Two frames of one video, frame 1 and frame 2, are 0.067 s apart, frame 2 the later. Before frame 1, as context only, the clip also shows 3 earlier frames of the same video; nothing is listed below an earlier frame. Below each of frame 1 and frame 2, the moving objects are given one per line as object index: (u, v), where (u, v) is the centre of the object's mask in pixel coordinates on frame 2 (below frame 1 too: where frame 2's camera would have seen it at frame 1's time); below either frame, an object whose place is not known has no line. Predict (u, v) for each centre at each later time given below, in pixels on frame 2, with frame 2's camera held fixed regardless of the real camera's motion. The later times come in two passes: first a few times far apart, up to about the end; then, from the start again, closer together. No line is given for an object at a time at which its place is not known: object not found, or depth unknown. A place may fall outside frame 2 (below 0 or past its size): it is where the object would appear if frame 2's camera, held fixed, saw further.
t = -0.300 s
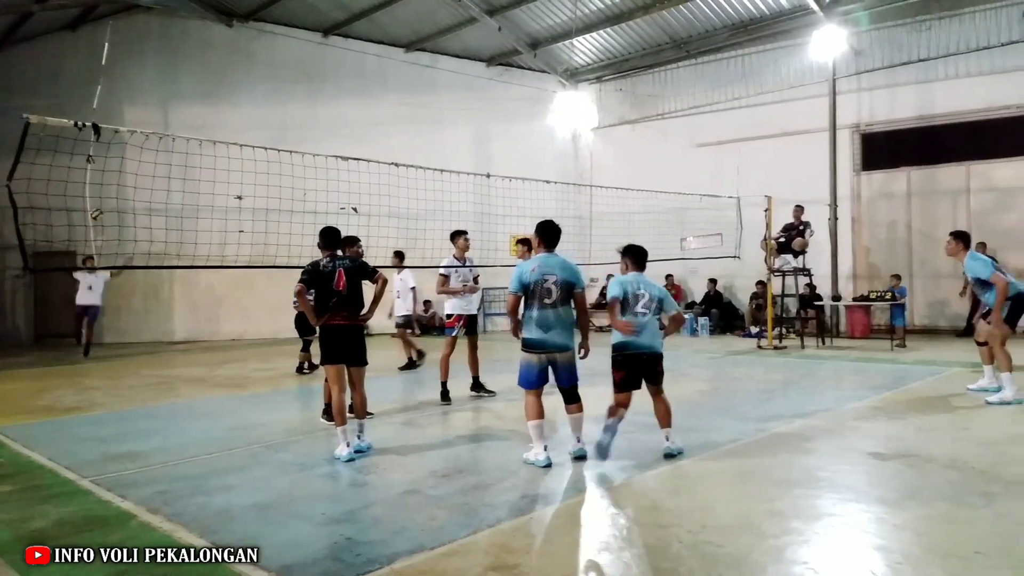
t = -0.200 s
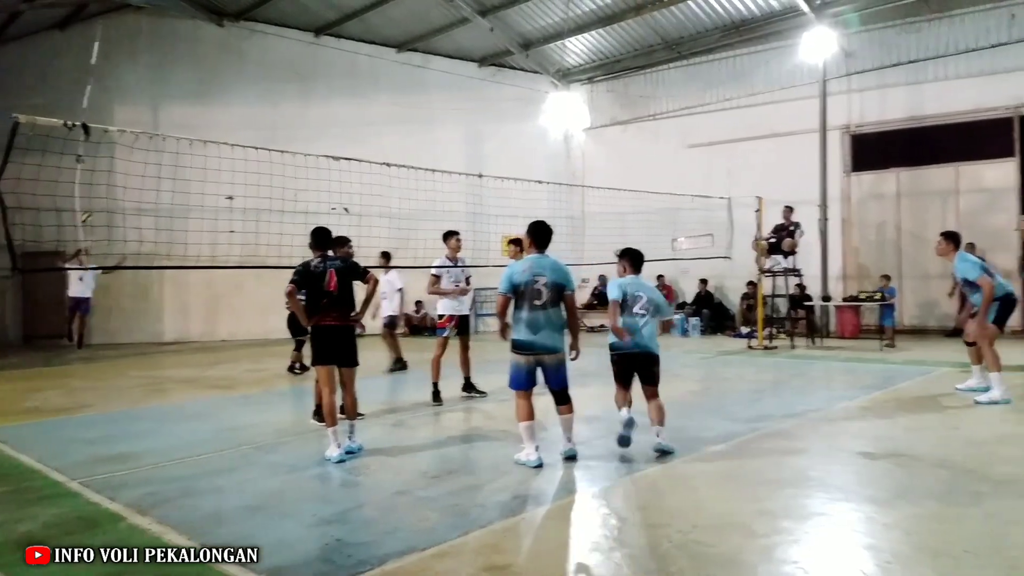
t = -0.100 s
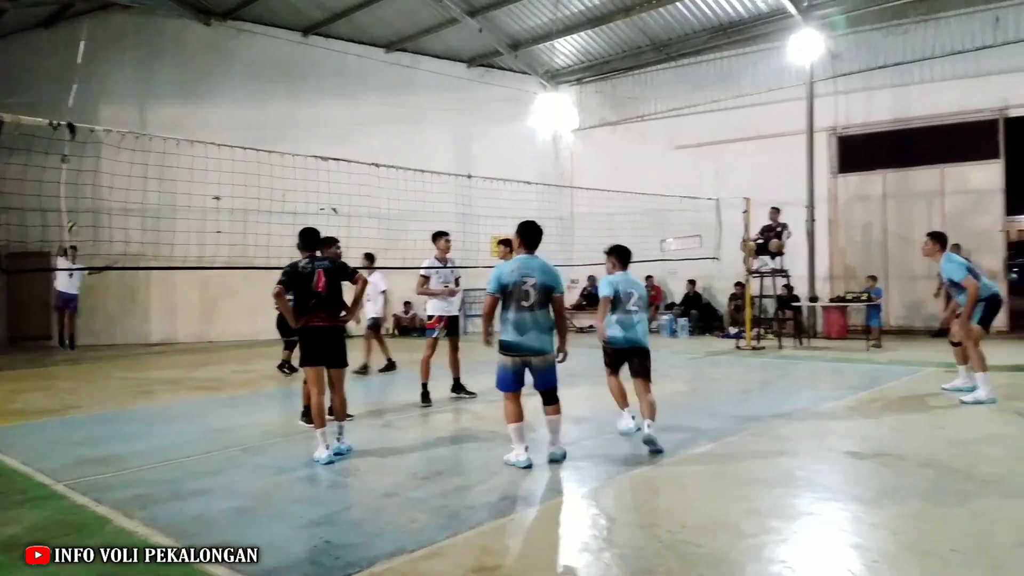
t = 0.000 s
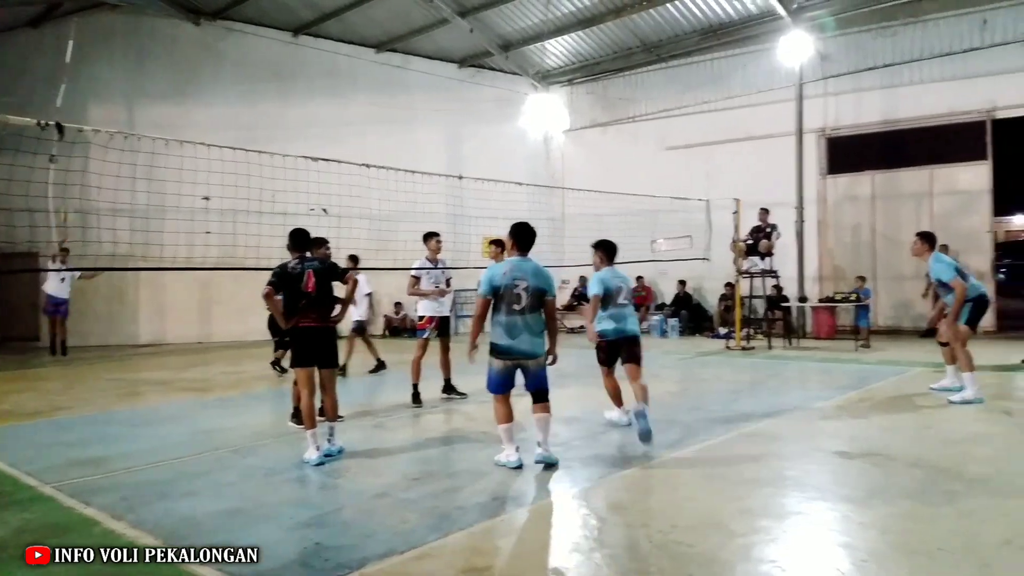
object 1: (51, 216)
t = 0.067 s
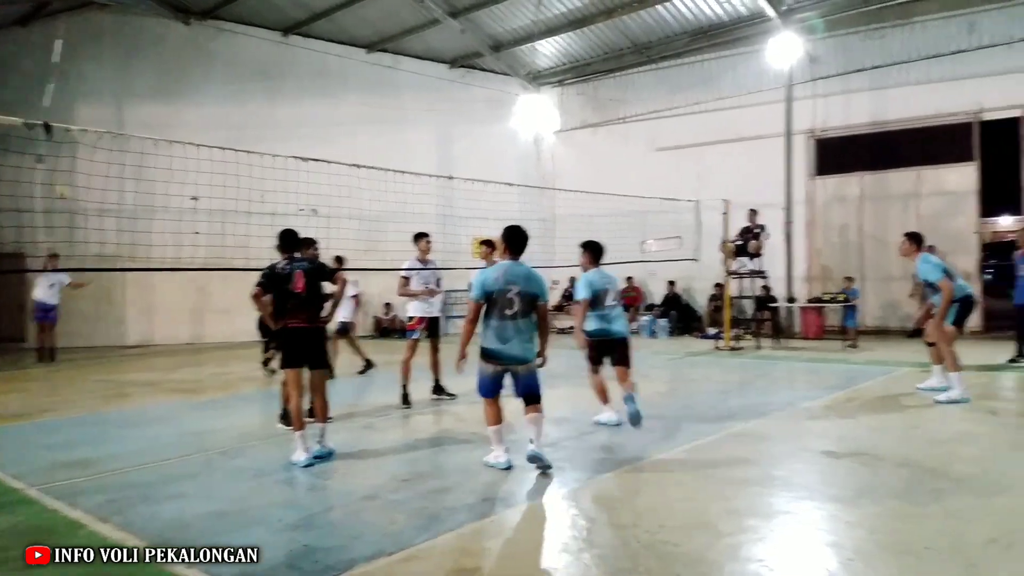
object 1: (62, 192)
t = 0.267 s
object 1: (107, 127)
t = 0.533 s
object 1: (186, 77)
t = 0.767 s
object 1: (288, 74)
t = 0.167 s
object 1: (81, 157)
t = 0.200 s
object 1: (89, 146)
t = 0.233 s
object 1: (97, 138)
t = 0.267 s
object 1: (107, 127)
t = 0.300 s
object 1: (117, 118)
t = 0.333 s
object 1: (125, 110)
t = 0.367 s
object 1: (134, 103)
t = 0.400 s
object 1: (144, 96)
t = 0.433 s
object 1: (154, 90)
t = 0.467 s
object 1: (165, 86)
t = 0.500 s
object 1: (175, 80)
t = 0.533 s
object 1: (186, 77)
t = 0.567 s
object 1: (198, 73)
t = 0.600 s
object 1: (211, 71)
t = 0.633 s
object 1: (225, 69)
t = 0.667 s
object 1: (239, 69)
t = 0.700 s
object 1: (255, 69)
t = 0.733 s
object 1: (270, 71)
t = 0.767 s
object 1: (288, 74)
